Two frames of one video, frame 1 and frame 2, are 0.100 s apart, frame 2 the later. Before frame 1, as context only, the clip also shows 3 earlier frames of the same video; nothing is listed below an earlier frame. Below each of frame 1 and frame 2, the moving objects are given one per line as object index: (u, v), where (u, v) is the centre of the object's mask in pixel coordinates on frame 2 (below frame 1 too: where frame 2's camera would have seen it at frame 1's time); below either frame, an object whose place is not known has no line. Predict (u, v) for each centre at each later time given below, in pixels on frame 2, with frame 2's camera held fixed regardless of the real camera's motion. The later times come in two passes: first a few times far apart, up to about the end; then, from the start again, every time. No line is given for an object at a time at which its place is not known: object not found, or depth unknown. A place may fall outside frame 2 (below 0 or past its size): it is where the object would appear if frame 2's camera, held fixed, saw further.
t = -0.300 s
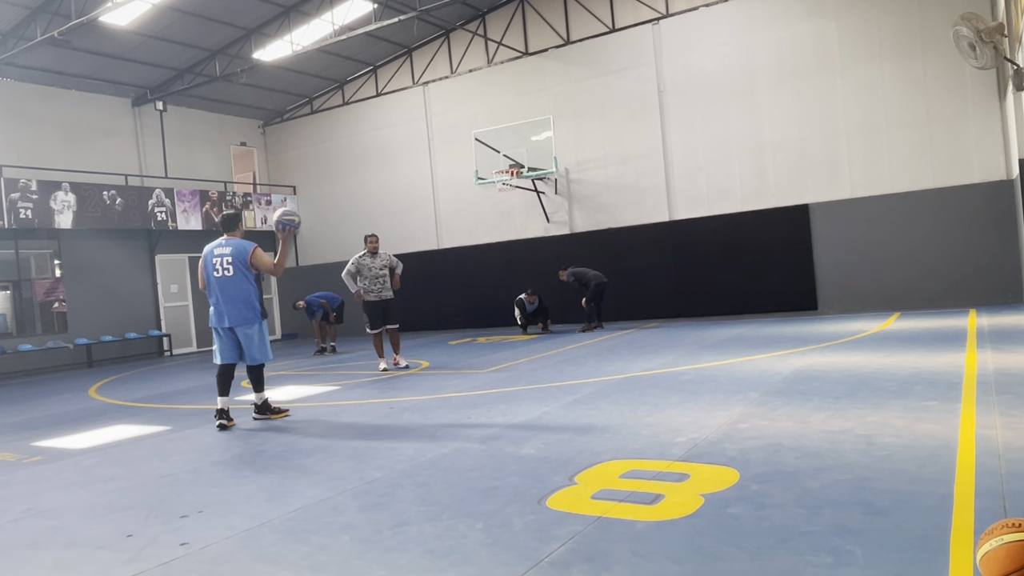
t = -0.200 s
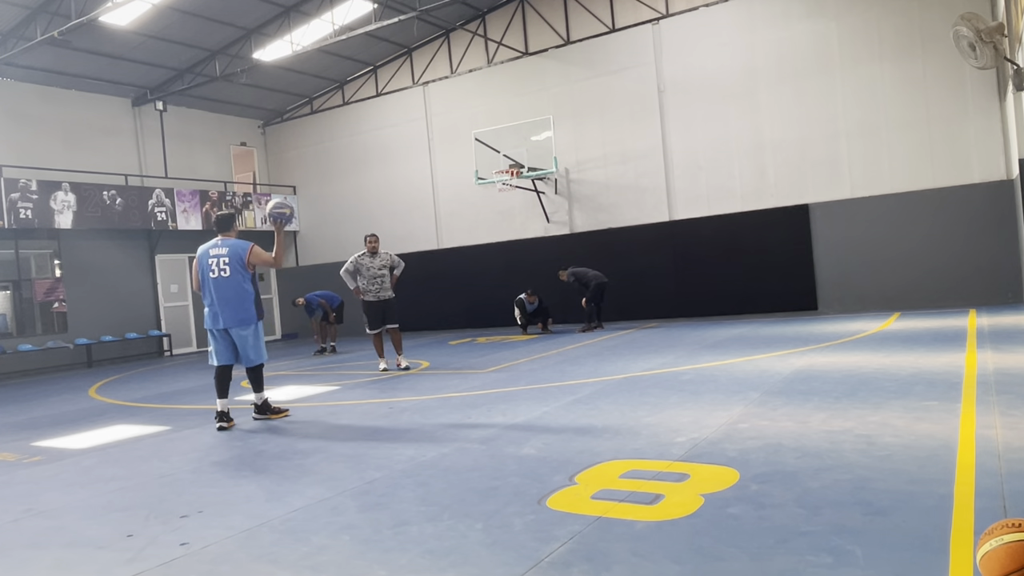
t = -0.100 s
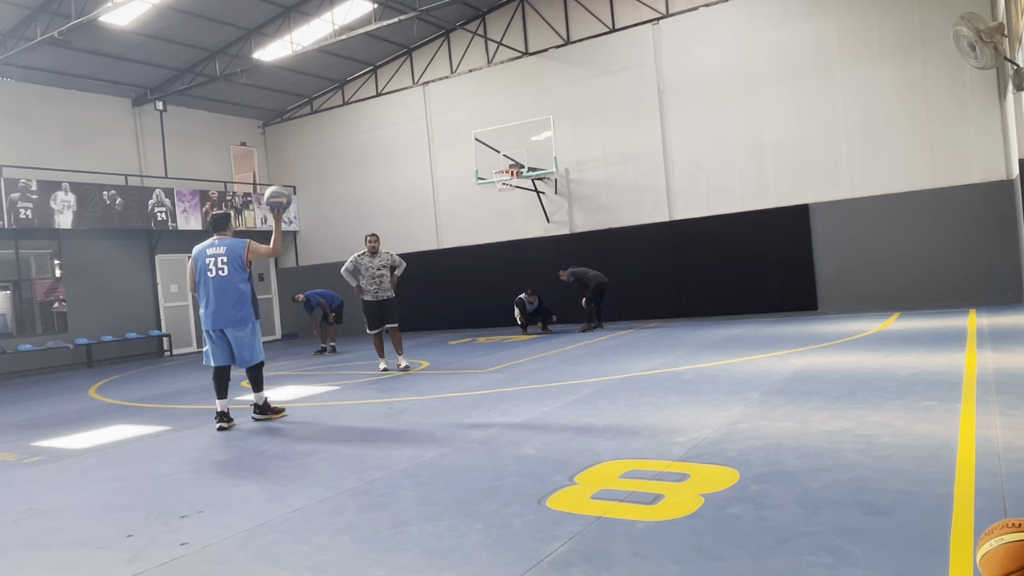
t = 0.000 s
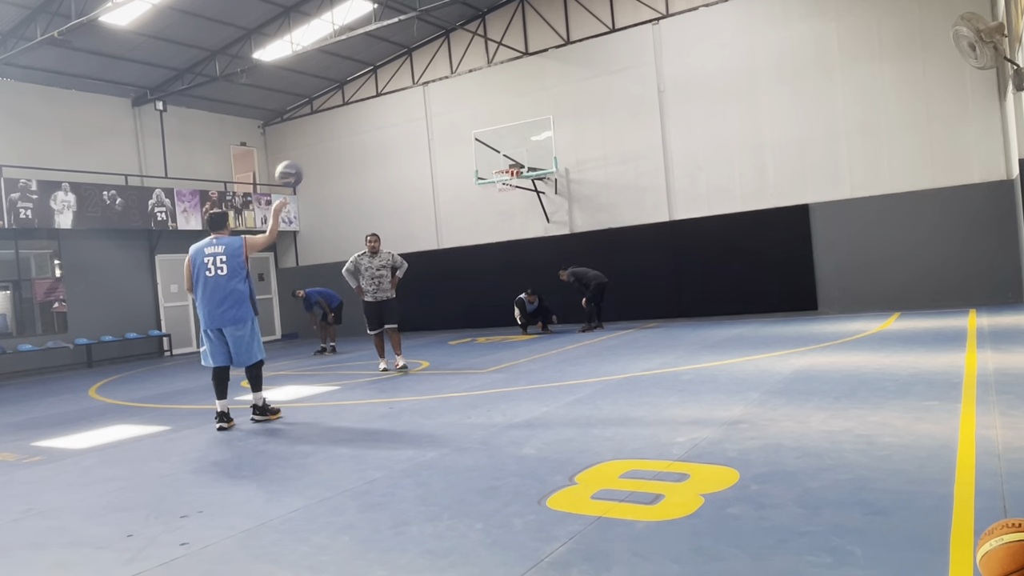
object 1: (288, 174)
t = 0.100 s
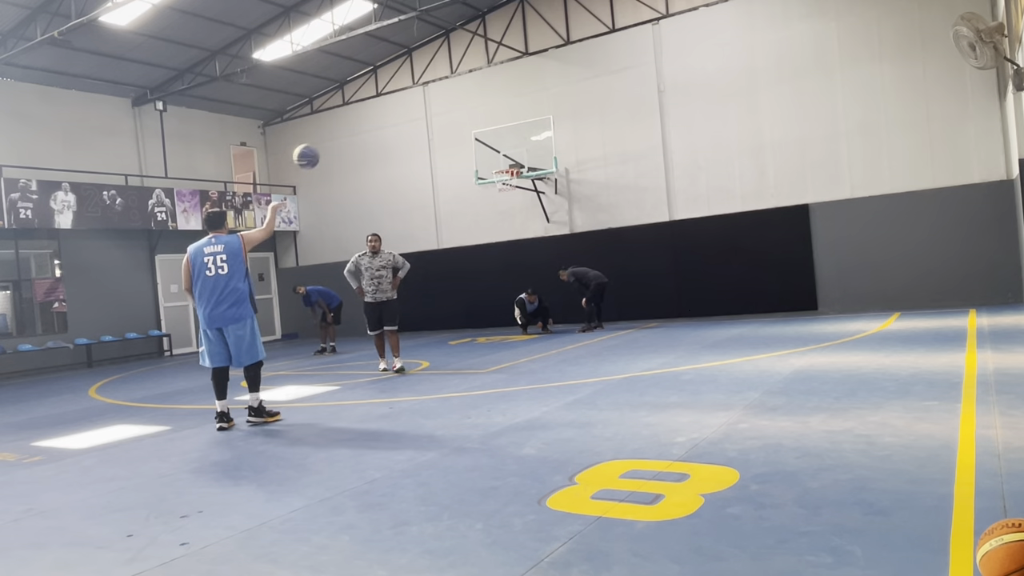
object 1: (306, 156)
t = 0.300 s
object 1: (338, 152)
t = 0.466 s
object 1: (363, 175)
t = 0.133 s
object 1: (311, 153)
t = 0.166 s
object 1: (317, 151)
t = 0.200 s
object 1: (322, 150)
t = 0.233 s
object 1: (328, 149)
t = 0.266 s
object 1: (333, 150)
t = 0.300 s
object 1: (338, 152)
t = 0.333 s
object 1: (344, 155)
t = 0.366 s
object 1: (349, 159)
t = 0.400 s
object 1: (354, 164)
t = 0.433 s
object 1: (359, 169)
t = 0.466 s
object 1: (363, 175)
